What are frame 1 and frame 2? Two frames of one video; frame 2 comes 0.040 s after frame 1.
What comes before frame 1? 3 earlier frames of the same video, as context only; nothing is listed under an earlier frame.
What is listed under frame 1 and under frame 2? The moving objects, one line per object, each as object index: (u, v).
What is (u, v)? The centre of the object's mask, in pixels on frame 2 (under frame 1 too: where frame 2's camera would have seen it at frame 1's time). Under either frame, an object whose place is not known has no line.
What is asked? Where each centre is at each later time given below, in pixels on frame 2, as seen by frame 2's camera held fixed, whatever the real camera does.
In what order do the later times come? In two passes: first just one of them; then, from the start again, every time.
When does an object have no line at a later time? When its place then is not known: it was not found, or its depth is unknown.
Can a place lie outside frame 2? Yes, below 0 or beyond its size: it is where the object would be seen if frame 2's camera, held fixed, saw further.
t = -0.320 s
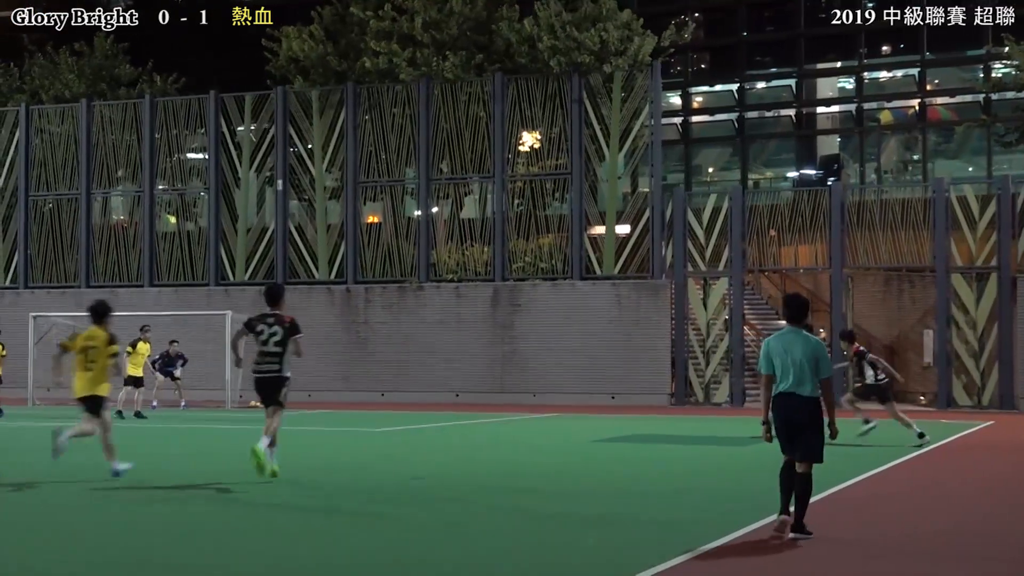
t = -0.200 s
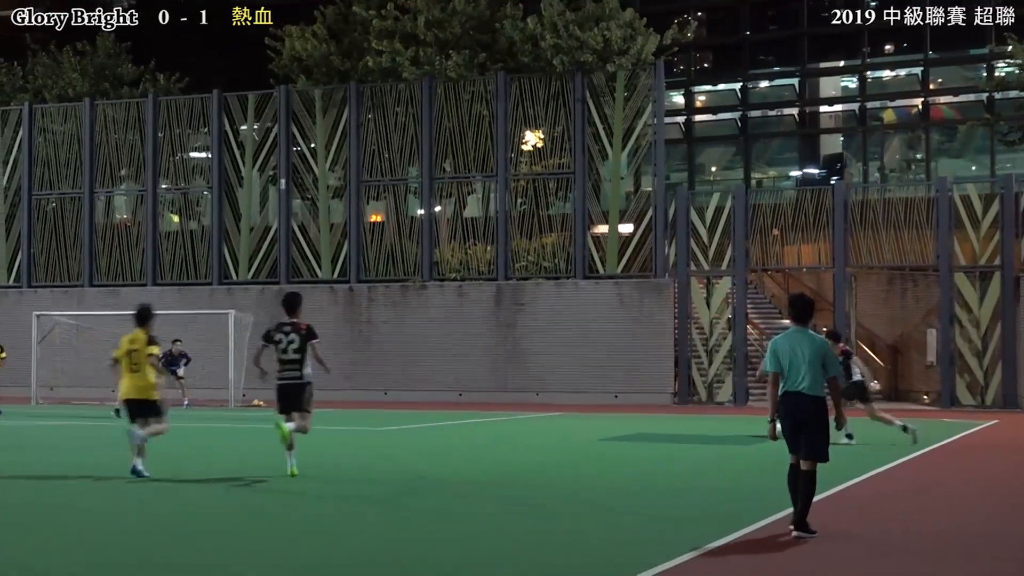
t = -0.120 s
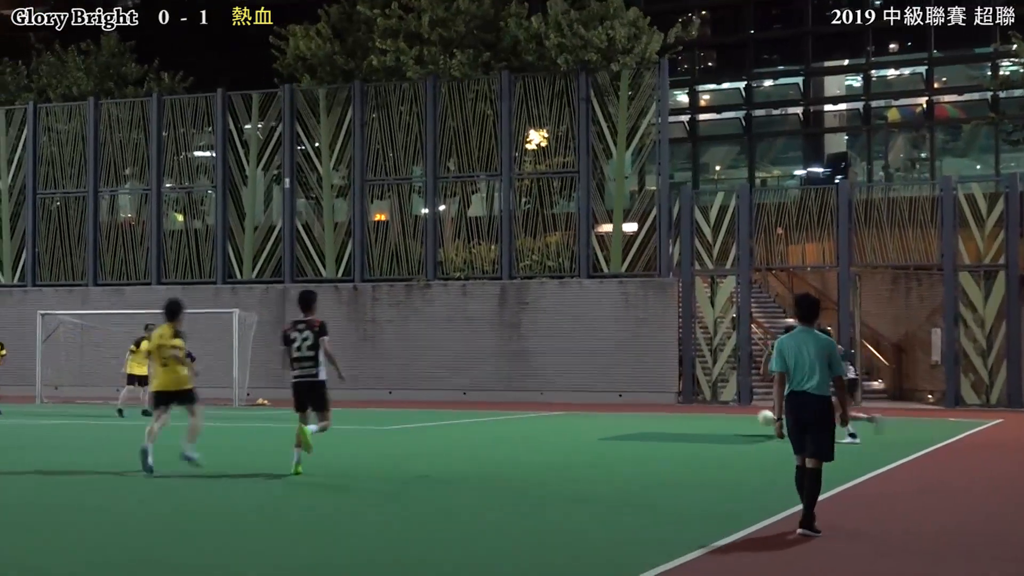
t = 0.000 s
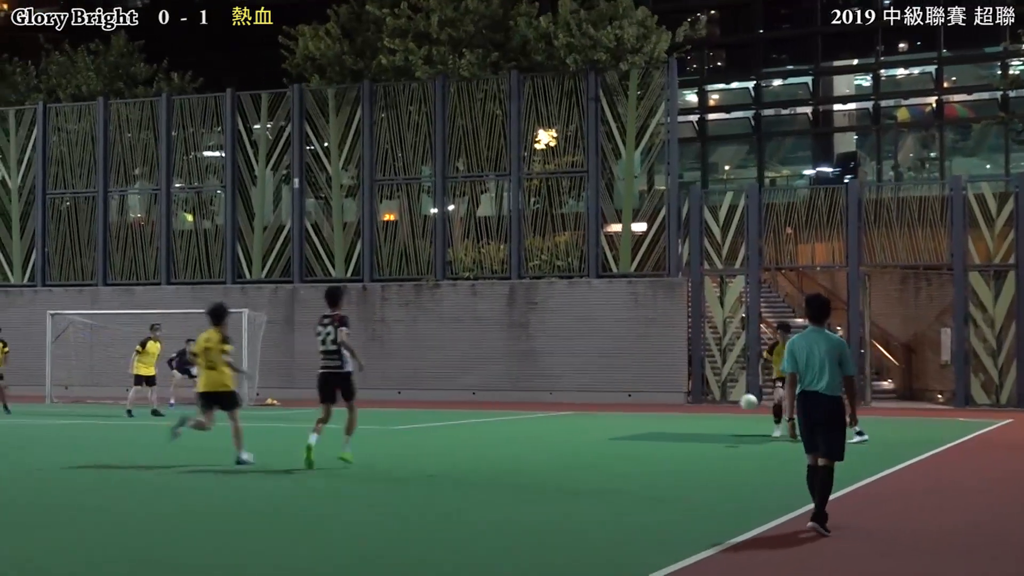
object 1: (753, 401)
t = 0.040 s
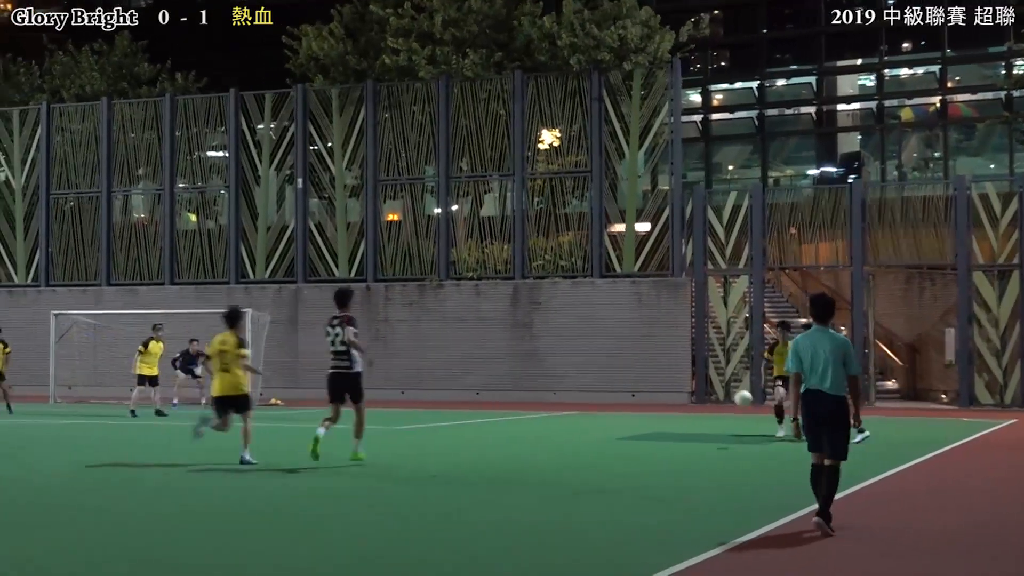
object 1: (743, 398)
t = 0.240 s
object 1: (688, 394)
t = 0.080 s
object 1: (733, 396)
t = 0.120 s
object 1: (723, 394)
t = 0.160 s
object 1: (711, 394)
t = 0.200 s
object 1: (700, 394)
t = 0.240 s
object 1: (688, 394)
